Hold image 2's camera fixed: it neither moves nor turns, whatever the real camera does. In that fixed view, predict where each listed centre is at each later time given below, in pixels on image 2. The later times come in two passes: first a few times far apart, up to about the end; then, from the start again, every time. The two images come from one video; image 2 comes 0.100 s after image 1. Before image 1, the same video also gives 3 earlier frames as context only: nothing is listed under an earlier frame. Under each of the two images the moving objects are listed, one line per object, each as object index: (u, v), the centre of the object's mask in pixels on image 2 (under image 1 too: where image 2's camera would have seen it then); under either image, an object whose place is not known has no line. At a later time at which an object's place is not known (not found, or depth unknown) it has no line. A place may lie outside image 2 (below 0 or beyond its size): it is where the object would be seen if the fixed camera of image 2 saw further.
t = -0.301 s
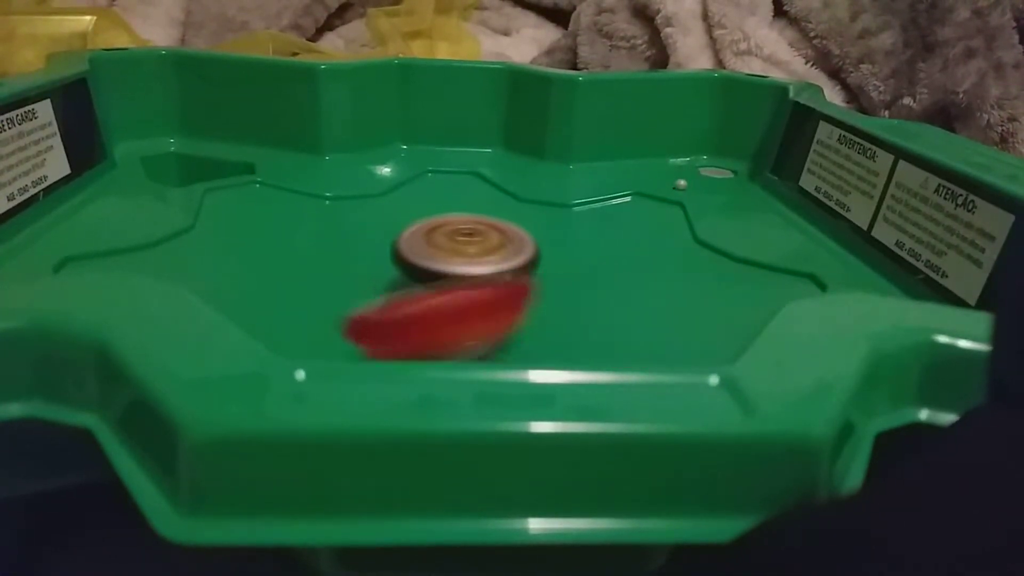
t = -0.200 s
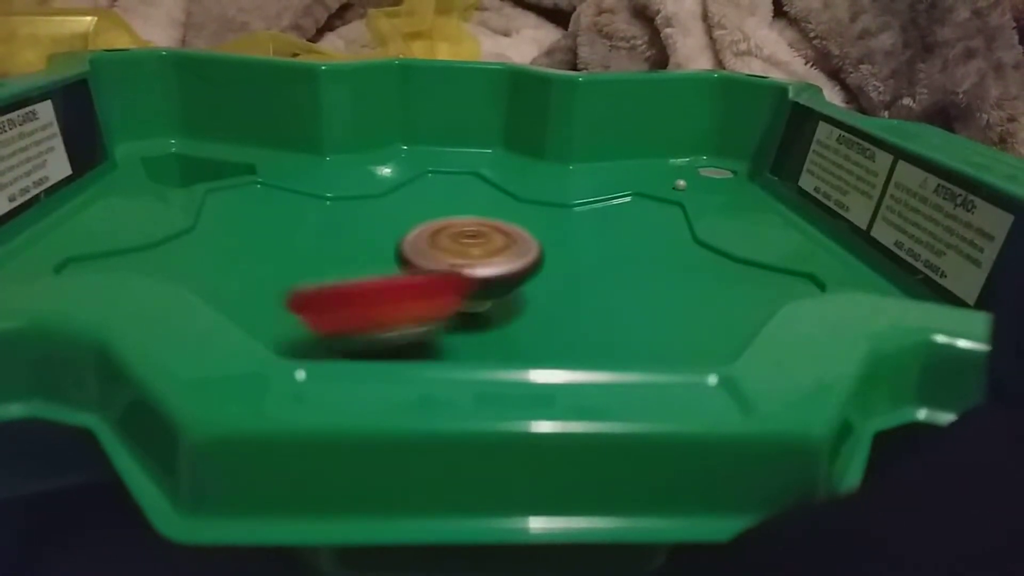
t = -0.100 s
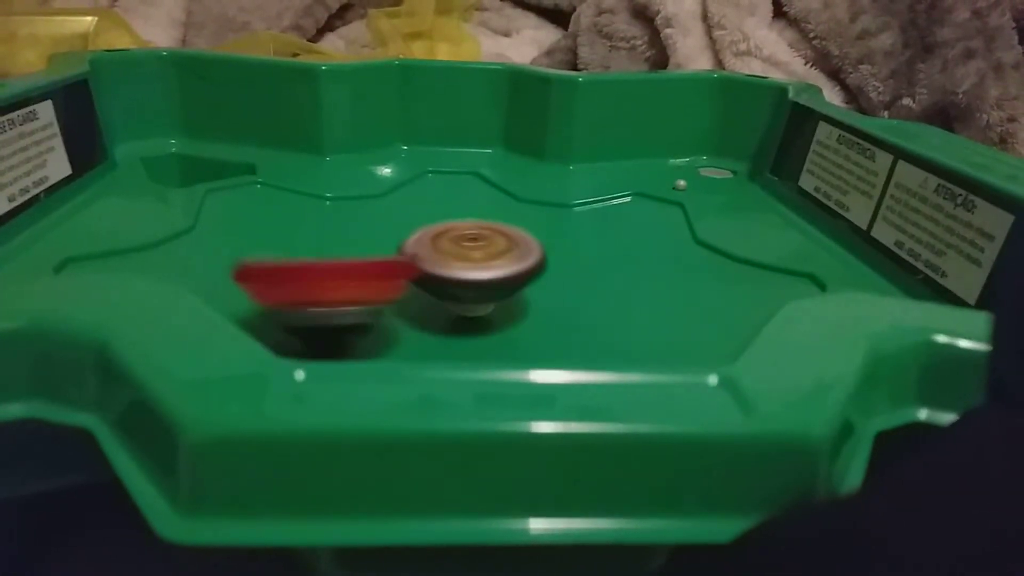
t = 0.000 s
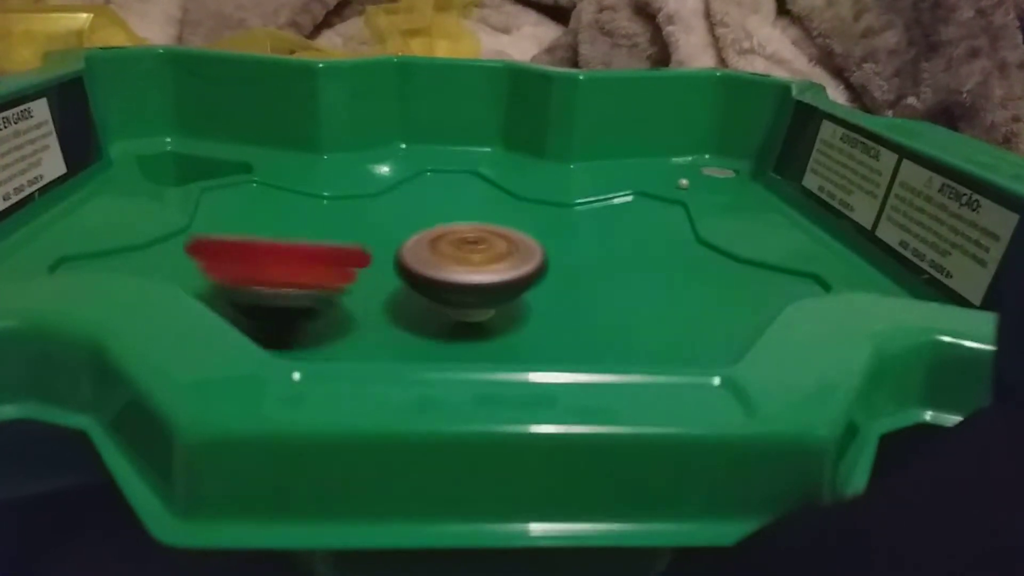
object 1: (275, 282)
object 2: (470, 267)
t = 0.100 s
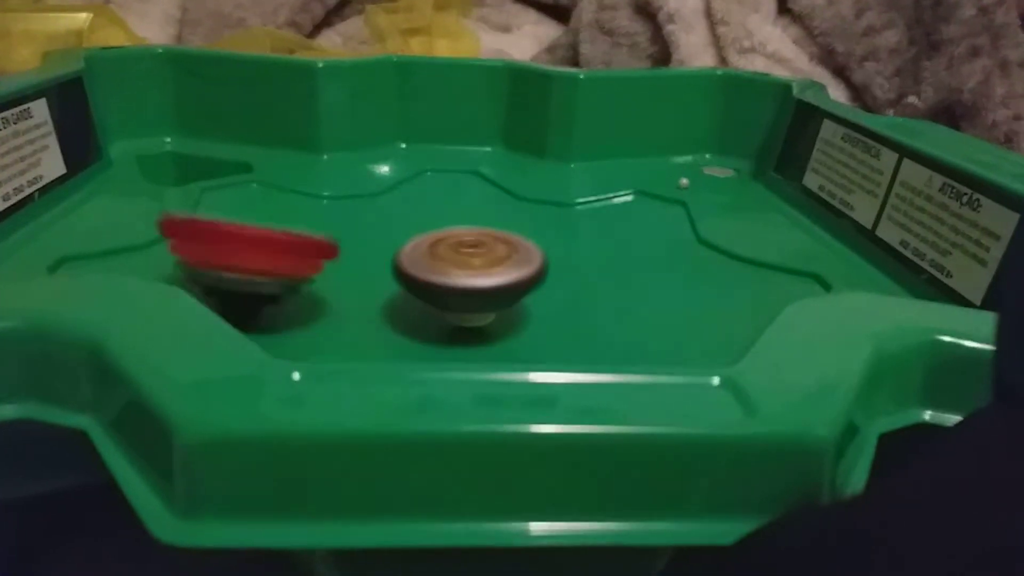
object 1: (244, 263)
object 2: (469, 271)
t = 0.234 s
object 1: (224, 245)
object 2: (468, 277)
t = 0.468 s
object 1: (235, 230)
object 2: (460, 286)
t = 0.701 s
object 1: (296, 245)
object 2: (452, 288)
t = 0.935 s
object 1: (336, 221)
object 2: (484, 292)
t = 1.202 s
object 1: (396, 213)
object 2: (475, 286)
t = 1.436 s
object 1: (450, 208)
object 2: (451, 289)
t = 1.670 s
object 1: (488, 214)
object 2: (426, 294)
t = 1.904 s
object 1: (543, 239)
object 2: (395, 291)
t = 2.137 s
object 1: (550, 237)
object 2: (381, 278)
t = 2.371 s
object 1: (591, 255)
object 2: (355, 257)
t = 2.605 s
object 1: (660, 244)
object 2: (391, 246)
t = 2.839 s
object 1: (588, 279)
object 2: (396, 234)
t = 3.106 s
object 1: (548, 324)
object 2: (392, 234)
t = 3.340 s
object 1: (440, 326)
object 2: (406, 249)
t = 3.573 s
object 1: (317, 306)
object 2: (437, 265)
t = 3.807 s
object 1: (281, 273)
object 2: (453, 277)
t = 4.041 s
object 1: (372, 246)
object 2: (484, 299)
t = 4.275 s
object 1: (545, 218)
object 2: (493, 305)
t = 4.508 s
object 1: (561, 210)
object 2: (459, 302)
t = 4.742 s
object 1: (508, 213)
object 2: (453, 282)
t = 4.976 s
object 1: (514, 216)
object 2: (458, 272)
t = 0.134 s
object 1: (237, 257)
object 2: (469, 273)
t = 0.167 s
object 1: (231, 253)
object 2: (469, 275)
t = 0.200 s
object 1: (227, 249)
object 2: (468, 276)
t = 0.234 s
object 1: (224, 245)
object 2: (468, 277)
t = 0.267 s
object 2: (467, 279)
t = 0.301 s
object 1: (221, 238)
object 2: (467, 281)
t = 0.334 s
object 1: (223, 236)
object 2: (466, 282)
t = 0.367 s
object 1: (225, 235)
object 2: (465, 283)
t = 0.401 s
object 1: (227, 233)
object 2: (463, 285)
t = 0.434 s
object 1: (231, 231)
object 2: (462, 286)
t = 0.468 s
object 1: (235, 230)
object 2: (460, 286)
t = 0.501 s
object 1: (239, 229)
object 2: (459, 287)
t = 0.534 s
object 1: (243, 229)
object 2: (457, 288)
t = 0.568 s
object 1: (250, 230)
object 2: (456, 288)
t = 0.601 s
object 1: (255, 232)
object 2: (455, 288)
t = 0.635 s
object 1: (266, 237)
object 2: (453, 288)
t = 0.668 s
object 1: (281, 241)
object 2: (451, 288)
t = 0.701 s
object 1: (296, 245)
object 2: (452, 288)
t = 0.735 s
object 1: (305, 242)
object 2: (464, 292)
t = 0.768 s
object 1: (309, 238)
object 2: (471, 293)
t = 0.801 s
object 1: (316, 234)
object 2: (475, 293)
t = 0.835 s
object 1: (320, 231)
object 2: (478, 294)
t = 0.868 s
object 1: (325, 227)
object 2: (481, 294)
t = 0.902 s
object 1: (331, 223)
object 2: (483, 293)
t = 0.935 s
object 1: (336, 221)
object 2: (484, 292)
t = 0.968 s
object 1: (341, 219)
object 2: (485, 291)
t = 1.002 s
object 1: (348, 219)
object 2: (485, 291)
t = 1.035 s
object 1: (357, 218)
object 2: (485, 290)
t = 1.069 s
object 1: (365, 220)
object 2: (483, 288)
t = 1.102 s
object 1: (372, 220)
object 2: (480, 286)
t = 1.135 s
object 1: (380, 220)
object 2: (478, 285)
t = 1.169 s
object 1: (389, 216)
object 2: (476, 286)
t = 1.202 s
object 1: (396, 213)
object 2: (475, 286)
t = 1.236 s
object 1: (403, 210)
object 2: (472, 286)
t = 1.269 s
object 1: (411, 209)
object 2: (469, 287)
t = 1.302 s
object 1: (418, 209)
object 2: (465, 287)
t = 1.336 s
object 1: (425, 208)
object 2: (462, 287)
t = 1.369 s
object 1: (433, 208)
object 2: (459, 287)
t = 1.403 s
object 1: (441, 208)
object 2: (456, 287)
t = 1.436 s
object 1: (450, 208)
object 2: (451, 289)
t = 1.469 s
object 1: (457, 209)
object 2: (447, 292)
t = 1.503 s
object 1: (465, 208)
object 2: (443, 293)
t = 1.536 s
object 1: (471, 209)
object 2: (440, 294)
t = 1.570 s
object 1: (475, 209)
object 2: (437, 294)
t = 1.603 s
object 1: (481, 211)
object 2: (434, 295)
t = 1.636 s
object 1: (485, 213)
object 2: (430, 295)
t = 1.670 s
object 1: (488, 214)
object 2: (426, 294)
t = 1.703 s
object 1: (493, 220)
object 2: (422, 294)
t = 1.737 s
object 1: (496, 222)
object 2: (420, 294)
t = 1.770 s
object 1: (499, 225)
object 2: (418, 293)
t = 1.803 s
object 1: (506, 231)
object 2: (414, 292)
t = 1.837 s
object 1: (516, 237)
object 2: (405, 292)
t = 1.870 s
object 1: (527, 238)
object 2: (399, 292)
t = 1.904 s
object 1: (543, 239)
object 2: (395, 291)
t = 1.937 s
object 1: (554, 237)
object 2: (391, 289)
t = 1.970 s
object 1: (560, 236)
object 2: (388, 288)
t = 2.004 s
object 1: (564, 235)
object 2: (384, 286)
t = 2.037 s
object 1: (564, 234)
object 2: (382, 285)
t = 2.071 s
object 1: (562, 234)
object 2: (382, 282)
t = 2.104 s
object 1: (557, 235)
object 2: (381, 280)
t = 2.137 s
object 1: (550, 237)
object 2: (381, 278)
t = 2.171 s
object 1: (543, 238)
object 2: (381, 276)
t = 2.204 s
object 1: (534, 243)
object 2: (383, 274)
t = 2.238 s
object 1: (525, 246)
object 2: (384, 272)
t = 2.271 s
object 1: (537, 250)
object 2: (372, 268)
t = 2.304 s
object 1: (552, 251)
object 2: (357, 263)
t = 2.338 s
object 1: (571, 254)
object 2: (354, 260)
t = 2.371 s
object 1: (591, 255)
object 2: (355, 257)
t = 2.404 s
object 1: (613, 255)
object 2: (358, 254)
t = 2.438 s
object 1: (632, 254)
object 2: (361, 253)
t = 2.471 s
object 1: (650, 253)
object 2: (366, 250)
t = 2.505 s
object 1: (664, 249)
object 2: (372, 249)
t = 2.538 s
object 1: (668, 246)
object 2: (377, 248)
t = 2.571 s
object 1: (667, 244)
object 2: (384, 247)
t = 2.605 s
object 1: (660, 244)
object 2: (391, 246)
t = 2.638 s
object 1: (649, 244)
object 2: (398, 246)
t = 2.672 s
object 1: (632, 246)
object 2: (406, 247)
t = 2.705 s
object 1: (615, 249)
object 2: (414, 247)
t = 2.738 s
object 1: (591, 252)
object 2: (422, 248)
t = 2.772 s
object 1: (580, 261)
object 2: (420, 246)
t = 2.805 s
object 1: (583, 271)
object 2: (404, 238)
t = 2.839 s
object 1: (588, 279)
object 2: (396, 234)
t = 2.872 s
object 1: (590, 288)
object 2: (393, 232)
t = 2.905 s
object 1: (588, 295)
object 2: (391, 231)
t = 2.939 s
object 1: (589, 301)
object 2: (390, 230)
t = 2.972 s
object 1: (583, 308)
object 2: (389, 230)
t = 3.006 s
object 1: (579, 313)
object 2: (389, 230)
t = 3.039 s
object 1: (570, 317)
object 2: (389, 231)
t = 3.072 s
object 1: (559, 322)
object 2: (390, 232)
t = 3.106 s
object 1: (548, 324)
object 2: (392, 234)
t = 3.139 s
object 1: (533, 328)
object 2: (393, 236)
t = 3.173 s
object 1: (519, 327)
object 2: (396, 239)
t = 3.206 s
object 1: (499, 328)
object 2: (398, 241)
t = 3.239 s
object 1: (486, 329)
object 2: (400, 244)
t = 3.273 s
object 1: (467, 329)
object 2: (402, 245)
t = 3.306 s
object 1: (453, 330)
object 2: (405, 248)
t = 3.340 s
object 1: (440, 326)
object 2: (406, 249)
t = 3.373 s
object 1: (426, 323)
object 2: (410, 249)
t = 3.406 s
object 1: (415, 320)
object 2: (410, 250)
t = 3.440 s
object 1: (402, 317)
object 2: (415, 252)
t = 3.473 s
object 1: (380, 312)
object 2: (419, 250)
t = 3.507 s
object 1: (352, 313)
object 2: (427, 252)
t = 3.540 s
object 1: (338, 303)
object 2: (433, 259)
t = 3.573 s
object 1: (317, 306)
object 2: (437, 265)
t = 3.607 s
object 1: (301, 295)
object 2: (440, 268)
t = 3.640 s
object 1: (285, 291)
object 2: (442, 270)
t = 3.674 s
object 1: (274, 288)
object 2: (445, 271)
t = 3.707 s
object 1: (271, 285)
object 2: (448, 273)
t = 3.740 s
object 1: (270, 279)
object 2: (449, 275)
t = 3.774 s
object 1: (272, 274)
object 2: (452, 276)
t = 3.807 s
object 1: (281, 273)
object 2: (453, 277)
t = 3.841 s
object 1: (293, 267)
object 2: (455, 279)
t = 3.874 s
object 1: (301, 269)
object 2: (463, 280)
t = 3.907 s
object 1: (311, 256)
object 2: (472, 283)
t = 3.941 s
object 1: (327, 258)
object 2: (478, 285)
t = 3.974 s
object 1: (337, 256)
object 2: (481, 286)
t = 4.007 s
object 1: (353, 250)
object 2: (488, 288)
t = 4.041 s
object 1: (372, 246)
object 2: (484, 299)
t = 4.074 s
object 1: (392, 240)
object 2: (491, 296)
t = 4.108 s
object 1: (418, 233)
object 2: (496, 298)
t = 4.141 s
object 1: (443, 224)
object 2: (499, 298)
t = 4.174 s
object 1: (480, 221)
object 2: (500, 300)
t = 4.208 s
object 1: (504, 222)
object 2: (499, 302)
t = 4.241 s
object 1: (525, 219)
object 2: (497, 303)
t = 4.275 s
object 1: (545, 218)
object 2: (493, 305)
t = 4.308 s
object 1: (557, 218)
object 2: (490, 305)
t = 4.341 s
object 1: (562, 217)
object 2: (485, 306)
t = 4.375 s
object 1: (561, 215)
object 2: (480, 305)
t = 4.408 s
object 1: (560, 213)
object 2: (474, 306)
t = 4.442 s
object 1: (561, 209)
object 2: (469, 305)
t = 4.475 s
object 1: (562, 209)
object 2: (463, 304)
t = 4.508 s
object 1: (561, 210)
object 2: (459, 302)
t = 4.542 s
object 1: (559, 211)
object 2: (455, 299)
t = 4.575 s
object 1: (552, 217)
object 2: (453, 296)
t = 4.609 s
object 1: (544, 219)
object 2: (450, 294)
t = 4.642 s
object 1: (535, 220)
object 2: (449, 291)
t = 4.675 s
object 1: (524, 218)
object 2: (449, 287)
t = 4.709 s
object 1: (516, 215)
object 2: (451, 284)
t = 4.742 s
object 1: (508, 213)
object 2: (453, 282)
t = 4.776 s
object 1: (504, 210)
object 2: (455, 279)
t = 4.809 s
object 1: (503, 209)
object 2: (453, 275)
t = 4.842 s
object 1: (506, 213)
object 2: (454, 274)
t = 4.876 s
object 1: (511, 215)
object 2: (458, 272)
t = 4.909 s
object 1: (514, 215)
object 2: (461, 271)
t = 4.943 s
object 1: (516, 216)
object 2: (459, 271)
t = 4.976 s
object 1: (514, 216)
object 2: (458, 272)
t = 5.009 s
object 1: (512, 215)
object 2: (460, 273)
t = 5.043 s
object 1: (511, 214)
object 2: (461, 274)
